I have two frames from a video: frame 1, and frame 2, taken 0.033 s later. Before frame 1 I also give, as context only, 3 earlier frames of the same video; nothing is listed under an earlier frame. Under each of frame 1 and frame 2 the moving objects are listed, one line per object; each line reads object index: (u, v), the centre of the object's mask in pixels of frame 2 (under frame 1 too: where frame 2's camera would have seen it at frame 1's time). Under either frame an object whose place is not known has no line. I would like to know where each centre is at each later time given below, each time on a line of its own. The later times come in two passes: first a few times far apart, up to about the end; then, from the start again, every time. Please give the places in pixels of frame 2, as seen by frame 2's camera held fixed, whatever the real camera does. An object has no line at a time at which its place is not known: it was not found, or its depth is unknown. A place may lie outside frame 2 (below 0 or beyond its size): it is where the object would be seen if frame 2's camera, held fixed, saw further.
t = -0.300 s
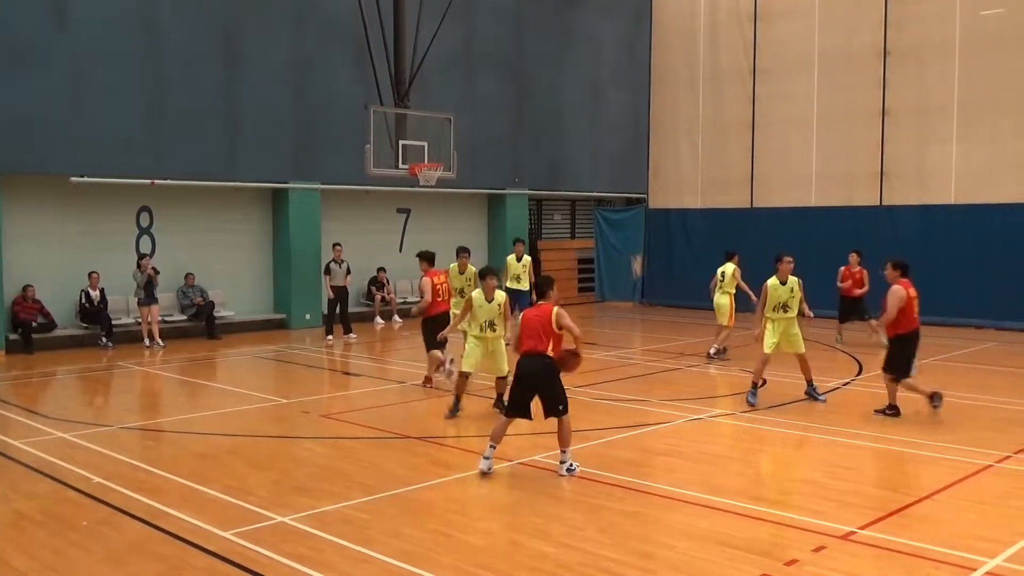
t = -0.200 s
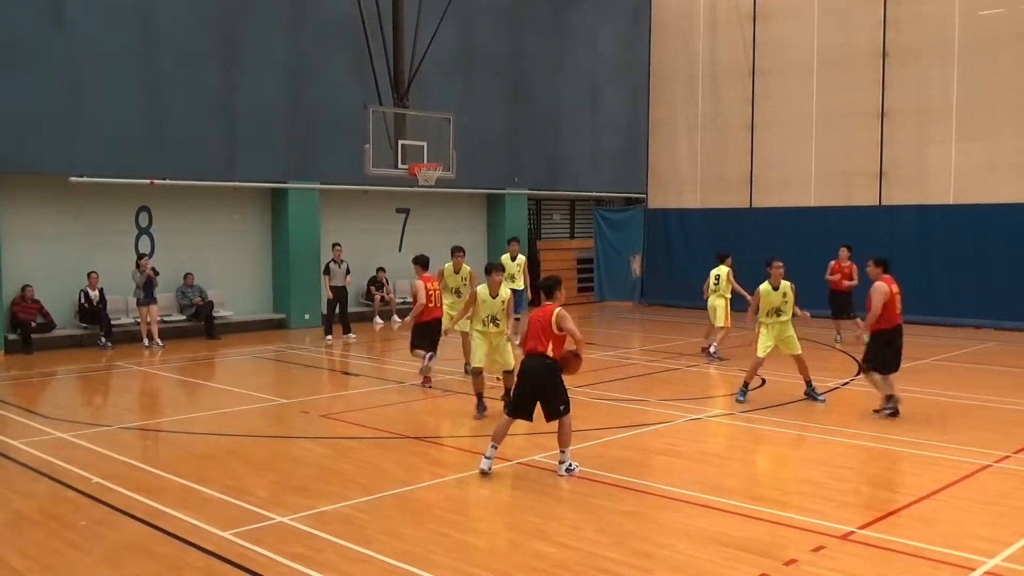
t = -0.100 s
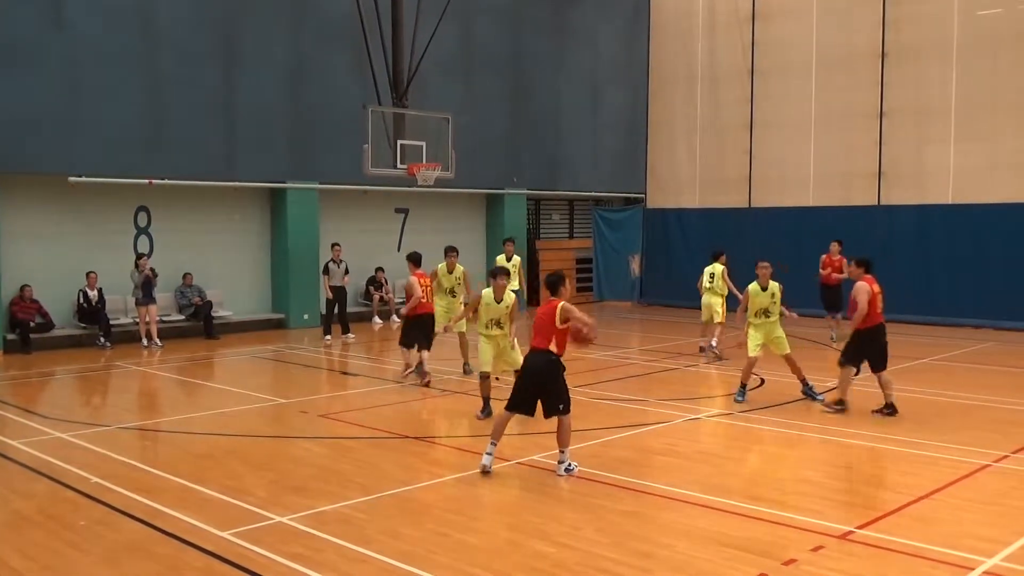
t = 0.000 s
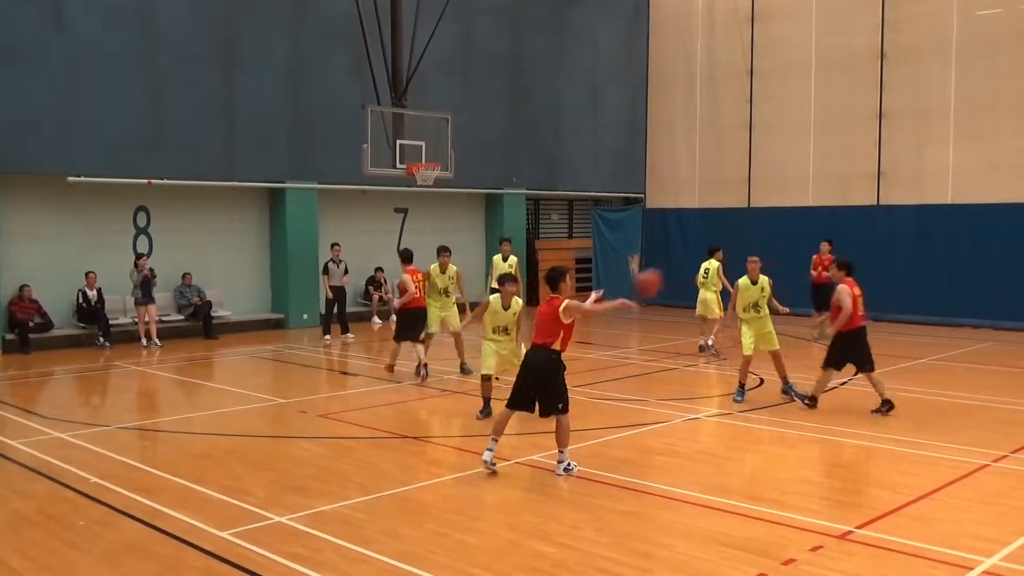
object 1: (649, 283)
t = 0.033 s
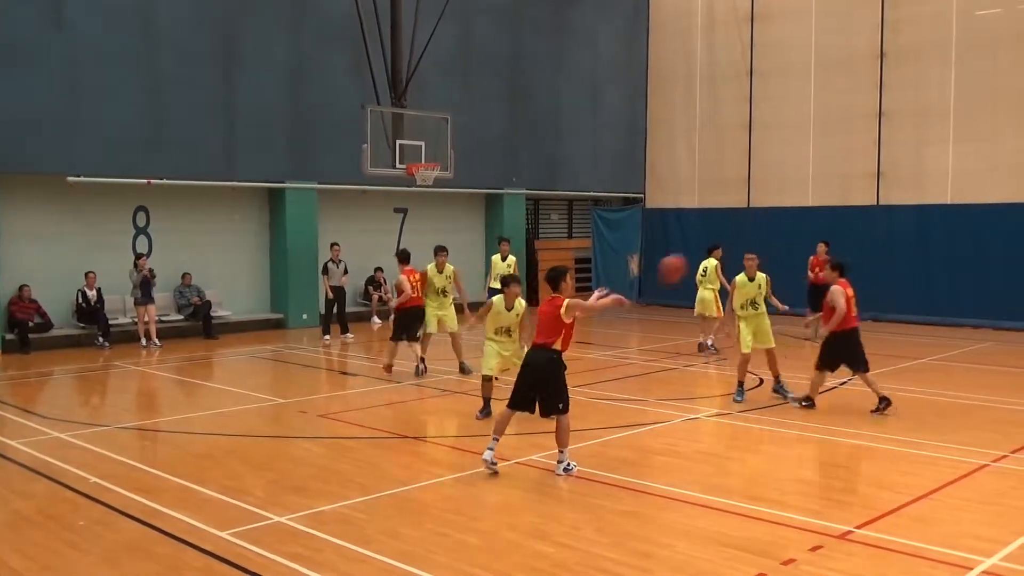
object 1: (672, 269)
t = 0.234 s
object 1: (806, 209)
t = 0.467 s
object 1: (930, 196)
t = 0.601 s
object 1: (991, 210)
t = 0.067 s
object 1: (695, 253)
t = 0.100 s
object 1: (719, 241)
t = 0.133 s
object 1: (741, 232)
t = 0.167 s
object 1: (763, 223)
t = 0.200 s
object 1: (784, 216)
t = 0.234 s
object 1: (806, 209)
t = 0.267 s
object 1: (824, 205)
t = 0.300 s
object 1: (844, 200)
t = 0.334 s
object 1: (862, 198)
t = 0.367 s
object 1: (879, 195)
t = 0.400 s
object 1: (896, 194)
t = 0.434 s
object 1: (914, 194)
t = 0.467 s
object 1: (930, 196)
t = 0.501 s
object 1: (947, 197)
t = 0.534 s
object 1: (962, 201)
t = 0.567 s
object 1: (977, 205)
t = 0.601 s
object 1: (991, 210)
